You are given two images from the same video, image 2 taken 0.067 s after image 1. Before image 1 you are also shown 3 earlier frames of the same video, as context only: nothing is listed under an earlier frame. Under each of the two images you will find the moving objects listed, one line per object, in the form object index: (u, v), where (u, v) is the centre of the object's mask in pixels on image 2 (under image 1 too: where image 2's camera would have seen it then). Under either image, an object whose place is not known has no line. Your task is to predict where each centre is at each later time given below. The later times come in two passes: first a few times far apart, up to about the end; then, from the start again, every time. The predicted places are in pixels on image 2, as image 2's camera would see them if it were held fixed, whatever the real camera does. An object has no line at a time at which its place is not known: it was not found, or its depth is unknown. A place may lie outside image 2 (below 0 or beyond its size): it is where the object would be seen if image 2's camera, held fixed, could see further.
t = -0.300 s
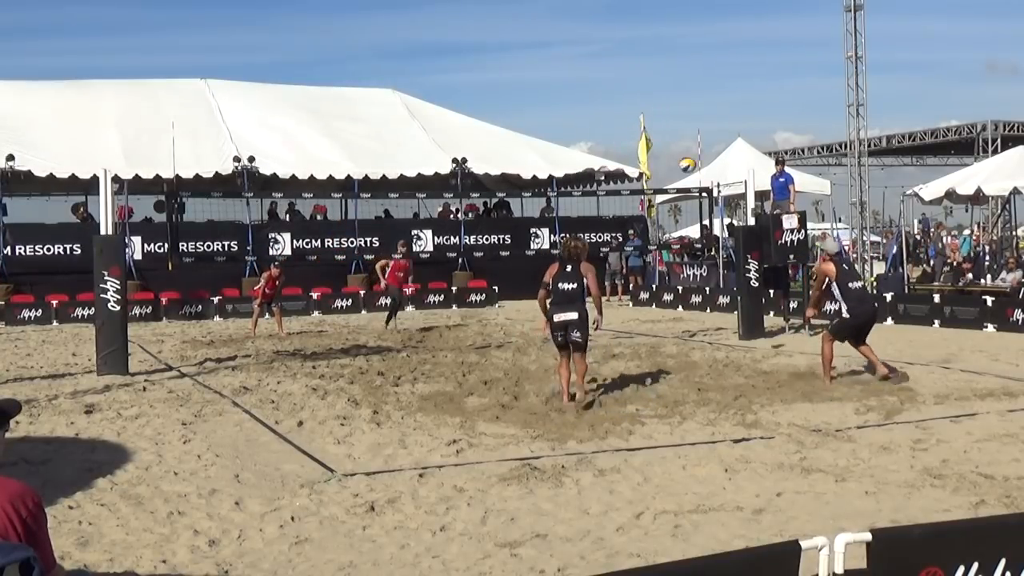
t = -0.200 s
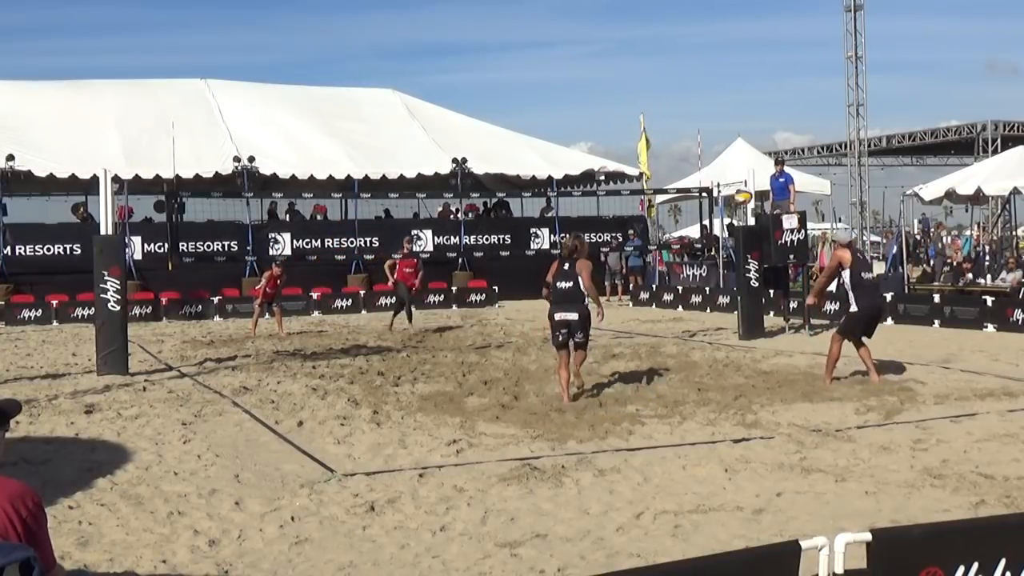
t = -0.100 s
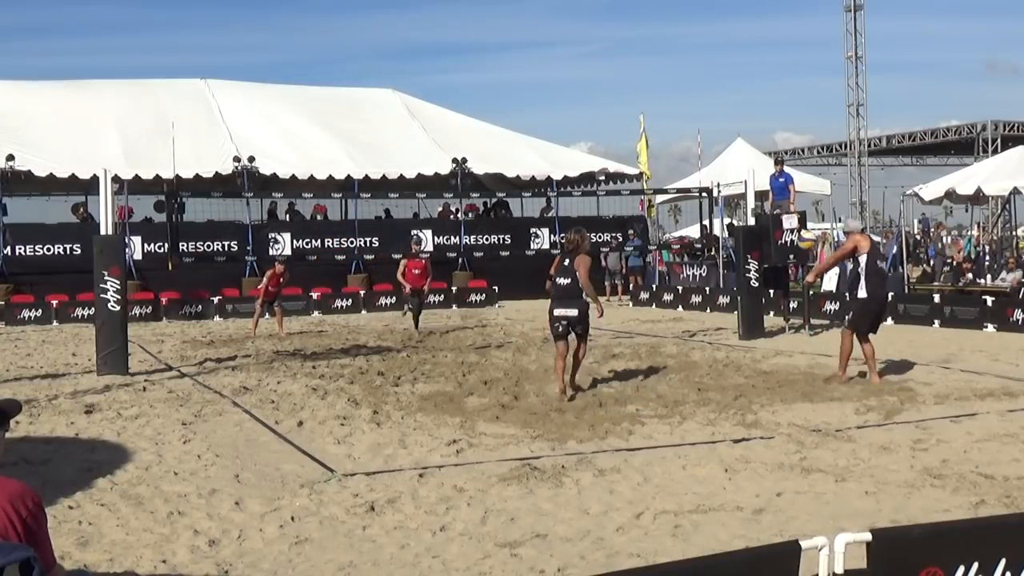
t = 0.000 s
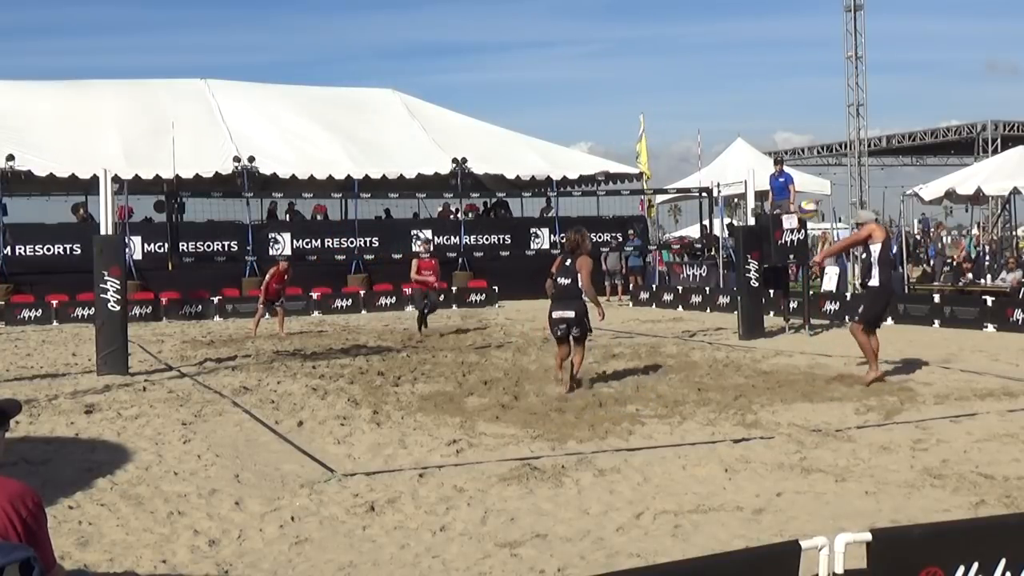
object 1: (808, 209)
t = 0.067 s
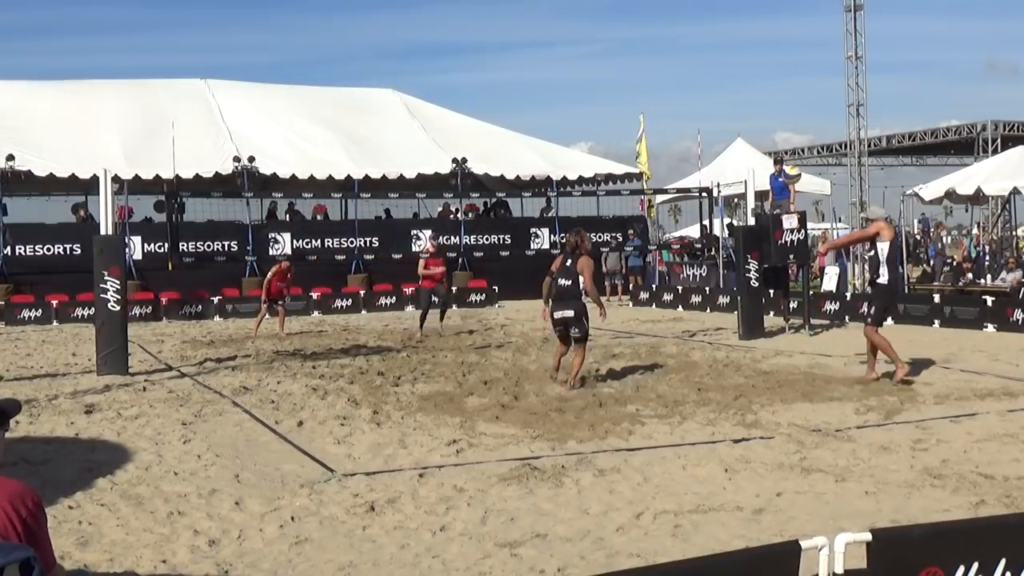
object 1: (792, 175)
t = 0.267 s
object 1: (749, 97)
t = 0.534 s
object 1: (701, 53)
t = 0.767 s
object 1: (668, 66)
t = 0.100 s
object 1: (783, 158)
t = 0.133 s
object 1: (776, 144)
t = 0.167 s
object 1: (769, 131)
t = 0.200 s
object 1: (762, 118)
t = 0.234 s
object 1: (755, 107)
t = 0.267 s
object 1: (749, 97)
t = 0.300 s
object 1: (742, 87)
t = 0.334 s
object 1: (736, 79)
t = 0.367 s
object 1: (730, 73)
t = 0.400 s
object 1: (724, 66)
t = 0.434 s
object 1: (718, 62)
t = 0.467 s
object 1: (712, 58)
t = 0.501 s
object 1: (707, 55)
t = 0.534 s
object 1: (701, 53)
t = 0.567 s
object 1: (696, 52)
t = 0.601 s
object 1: (691, 52)
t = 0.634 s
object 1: (686, 53)
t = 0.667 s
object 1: (681, 55)
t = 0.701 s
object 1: (676, 58)
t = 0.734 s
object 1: (672, 62)
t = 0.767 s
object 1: (668, 66)
